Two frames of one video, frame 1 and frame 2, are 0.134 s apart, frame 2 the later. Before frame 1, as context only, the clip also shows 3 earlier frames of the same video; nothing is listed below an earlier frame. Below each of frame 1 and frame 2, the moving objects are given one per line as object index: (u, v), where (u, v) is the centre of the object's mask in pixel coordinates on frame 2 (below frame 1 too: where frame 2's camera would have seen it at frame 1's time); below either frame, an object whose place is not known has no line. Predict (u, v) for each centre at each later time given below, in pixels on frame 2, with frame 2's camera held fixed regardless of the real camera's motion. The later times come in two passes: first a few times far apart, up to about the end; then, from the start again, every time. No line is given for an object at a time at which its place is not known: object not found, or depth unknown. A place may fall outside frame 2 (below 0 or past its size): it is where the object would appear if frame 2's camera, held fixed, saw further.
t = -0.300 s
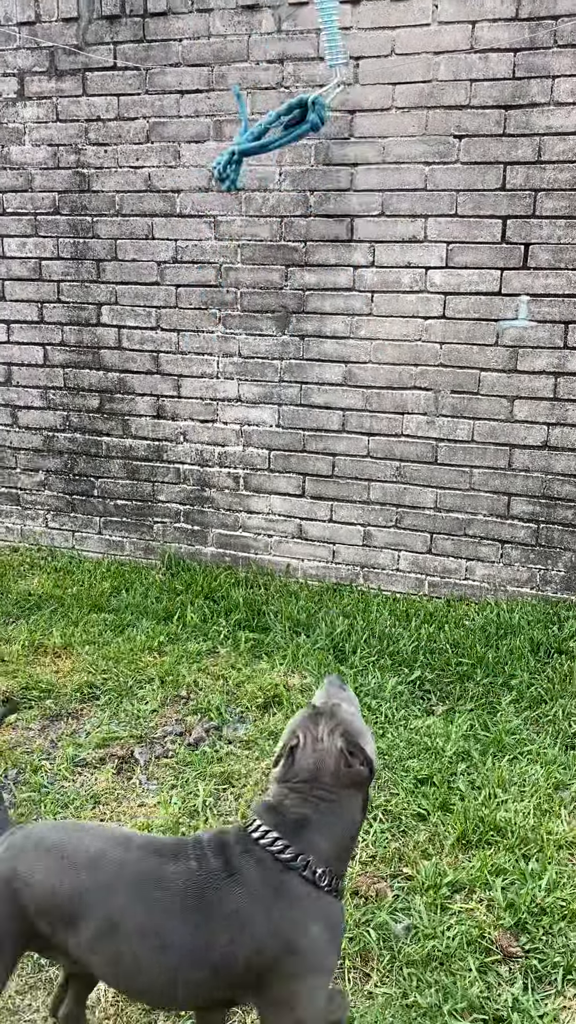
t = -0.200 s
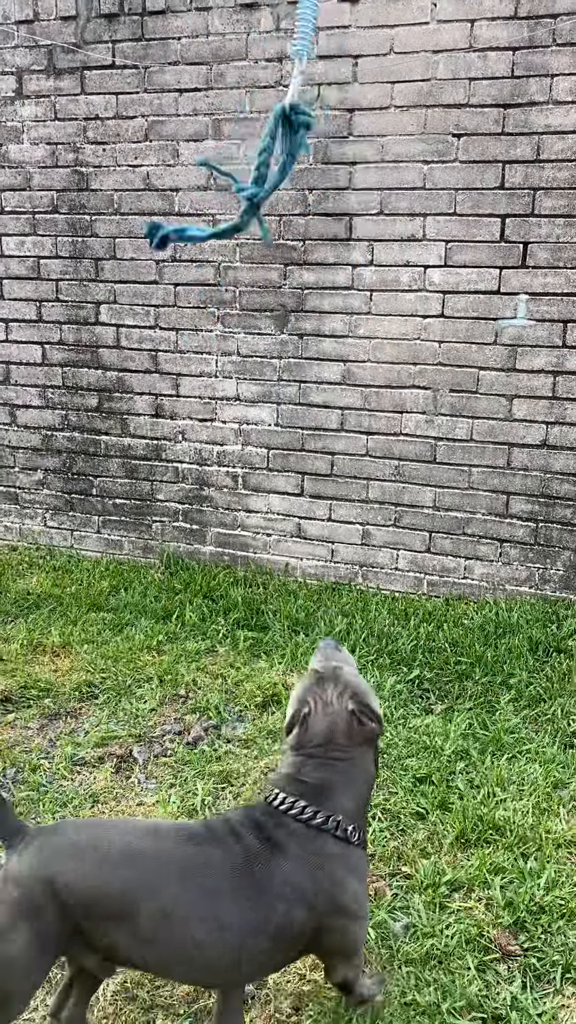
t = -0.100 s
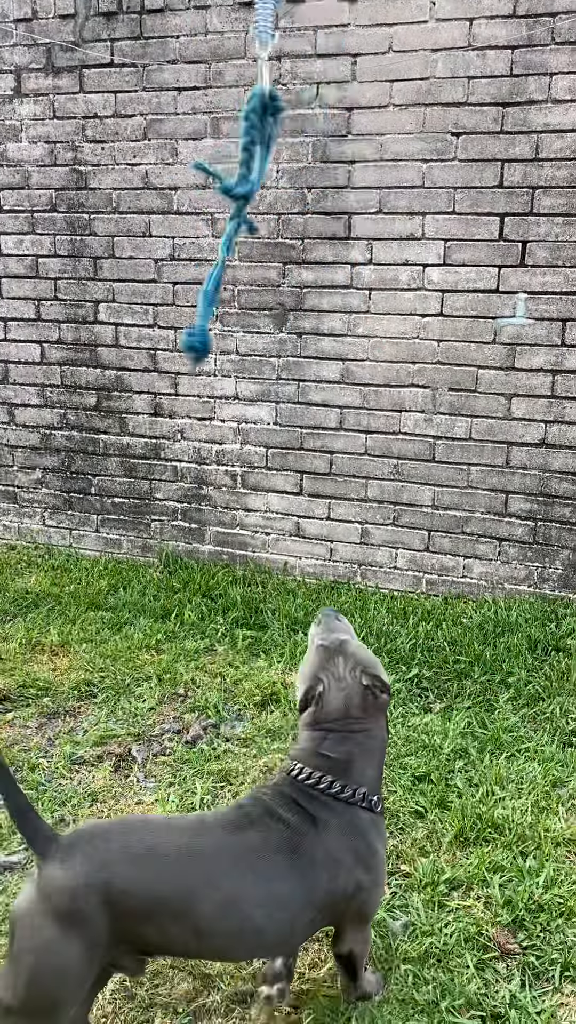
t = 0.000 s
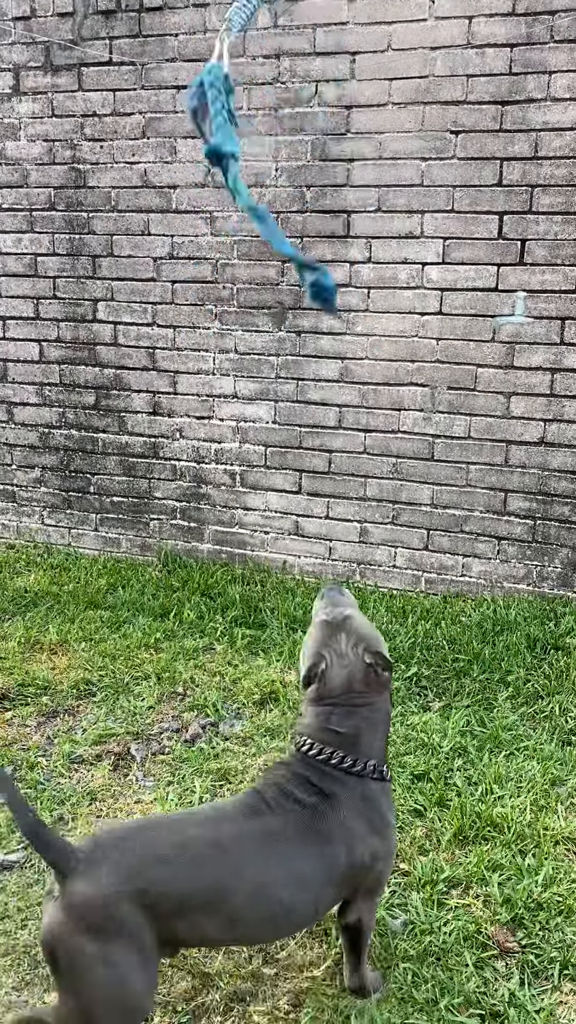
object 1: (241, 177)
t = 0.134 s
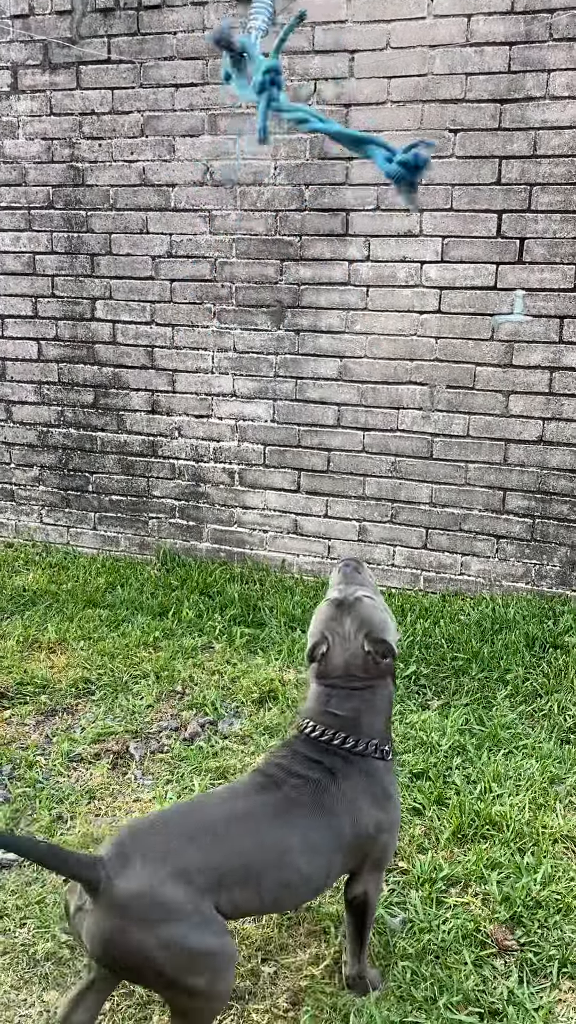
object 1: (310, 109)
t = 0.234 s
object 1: (356, 110)
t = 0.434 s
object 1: (373, 180)
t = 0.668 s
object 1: (344, 188)
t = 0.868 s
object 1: (283, 165)
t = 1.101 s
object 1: (232, 197)
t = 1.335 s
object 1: (240, 199)
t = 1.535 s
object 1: (308, 187)
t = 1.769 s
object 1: (388, 188)
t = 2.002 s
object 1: (350, 218)
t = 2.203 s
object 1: (300, 185)
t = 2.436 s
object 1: (240, 179)
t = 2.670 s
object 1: (227, 216)
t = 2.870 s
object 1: (272, 211)
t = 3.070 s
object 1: (345, 198)
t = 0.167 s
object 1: (326, 102)
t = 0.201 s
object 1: (340, 103)
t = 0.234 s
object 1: (356, 110)
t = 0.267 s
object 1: (360, 121)
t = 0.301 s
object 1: (361, 134)
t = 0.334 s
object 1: (357, 140)
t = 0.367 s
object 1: (362, 150)
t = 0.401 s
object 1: (369, 165)
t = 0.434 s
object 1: (373, 180)
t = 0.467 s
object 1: (373, 195)
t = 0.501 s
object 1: (373, 206)
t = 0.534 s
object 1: (371, 208)
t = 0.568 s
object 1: (366, 200)
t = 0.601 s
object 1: (360, 198)
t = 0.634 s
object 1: (352, 193)
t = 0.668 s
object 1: (344, 188)
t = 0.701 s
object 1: (335, 187)
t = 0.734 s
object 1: (327, 184)
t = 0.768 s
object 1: (316, 177)
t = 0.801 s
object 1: (306, 172)
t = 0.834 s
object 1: (295, 168)
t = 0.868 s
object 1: (283, 165)
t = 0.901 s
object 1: (275, 170)
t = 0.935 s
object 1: (264, 174)
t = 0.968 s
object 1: (254, 178)
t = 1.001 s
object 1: (246, 181)
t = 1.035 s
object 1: (243, 185)
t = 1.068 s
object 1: (238, 189)
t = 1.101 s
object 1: (232, 197)
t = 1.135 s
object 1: (230, 199)
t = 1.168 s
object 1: (227, 201)
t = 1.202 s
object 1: (228, 198)
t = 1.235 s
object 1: (231, 198)
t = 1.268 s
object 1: (234, 199)
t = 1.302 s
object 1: (237, 201)
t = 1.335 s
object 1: (240, 199)
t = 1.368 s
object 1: (246, 196)
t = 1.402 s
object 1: (251, 193)
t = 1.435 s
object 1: (263, 193)
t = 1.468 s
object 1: (278, 191)
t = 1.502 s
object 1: (293, 196)
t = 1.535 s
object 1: (308, 187)
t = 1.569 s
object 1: (322, 180)
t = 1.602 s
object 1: (333, 171)
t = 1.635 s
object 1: (342, 167)
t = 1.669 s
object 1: (349, 164)
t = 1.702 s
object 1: (361, 174)
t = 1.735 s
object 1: (378, 184)
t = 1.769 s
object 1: (388, 188)
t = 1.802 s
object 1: (386, 189)
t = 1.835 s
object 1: (379, 190)
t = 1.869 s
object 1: (369, 192)
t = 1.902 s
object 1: (367, 203)
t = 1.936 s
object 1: (362, 210)
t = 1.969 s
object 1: (356, 214)
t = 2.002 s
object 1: (350, 218)
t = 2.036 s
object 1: (345, 217)
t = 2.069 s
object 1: (337, 209)
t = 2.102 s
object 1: (328, 205)
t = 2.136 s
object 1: (319, 198)
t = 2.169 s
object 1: (308, 191)
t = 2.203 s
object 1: (300, 185)
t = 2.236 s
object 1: (291, 183)
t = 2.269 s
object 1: (282, 182)
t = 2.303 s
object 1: (273, 180)
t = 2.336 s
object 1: (264, 176)
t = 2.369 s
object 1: (255, 177)
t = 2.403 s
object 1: (248, 175)
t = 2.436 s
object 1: (240, 179)
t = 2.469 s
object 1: (235, 181)
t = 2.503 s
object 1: (231, 186)
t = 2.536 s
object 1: (228, 194)
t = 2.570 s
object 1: (226, 199)
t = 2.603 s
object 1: (225, 208)
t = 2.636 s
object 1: (224, 212)
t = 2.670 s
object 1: (227, 216)
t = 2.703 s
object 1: (231, 218)
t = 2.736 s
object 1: (237, 216)
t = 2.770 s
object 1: (243, 218)
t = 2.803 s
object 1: (252, 216)
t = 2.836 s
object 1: (259, 219)
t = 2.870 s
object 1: (272, 211)
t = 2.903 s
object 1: (283, 207)
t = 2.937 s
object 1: (295, 203)
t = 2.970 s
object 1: (308, 199)
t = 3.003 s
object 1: (321, 198)
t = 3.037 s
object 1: (334, 198)
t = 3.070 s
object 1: (345, 198)
